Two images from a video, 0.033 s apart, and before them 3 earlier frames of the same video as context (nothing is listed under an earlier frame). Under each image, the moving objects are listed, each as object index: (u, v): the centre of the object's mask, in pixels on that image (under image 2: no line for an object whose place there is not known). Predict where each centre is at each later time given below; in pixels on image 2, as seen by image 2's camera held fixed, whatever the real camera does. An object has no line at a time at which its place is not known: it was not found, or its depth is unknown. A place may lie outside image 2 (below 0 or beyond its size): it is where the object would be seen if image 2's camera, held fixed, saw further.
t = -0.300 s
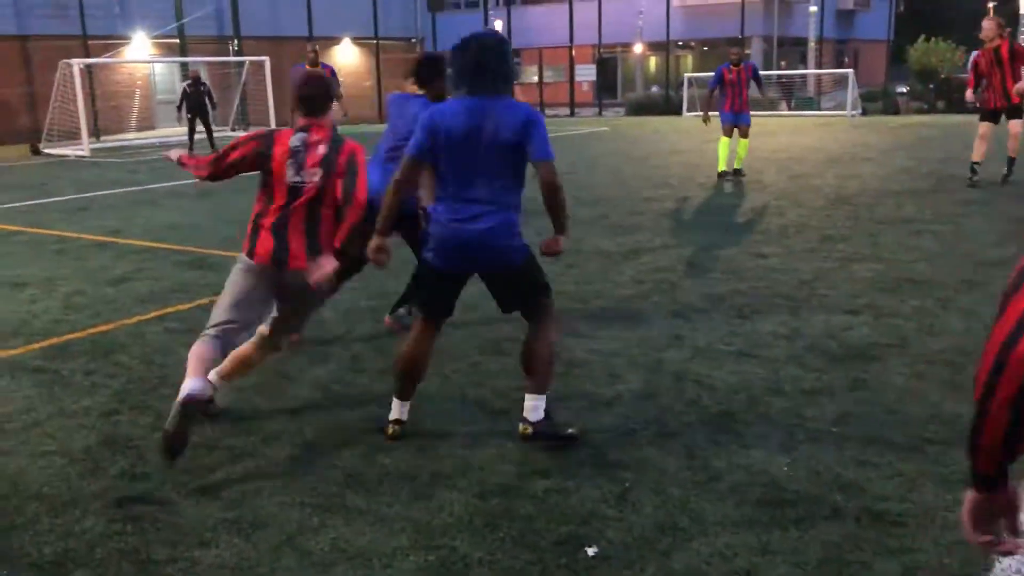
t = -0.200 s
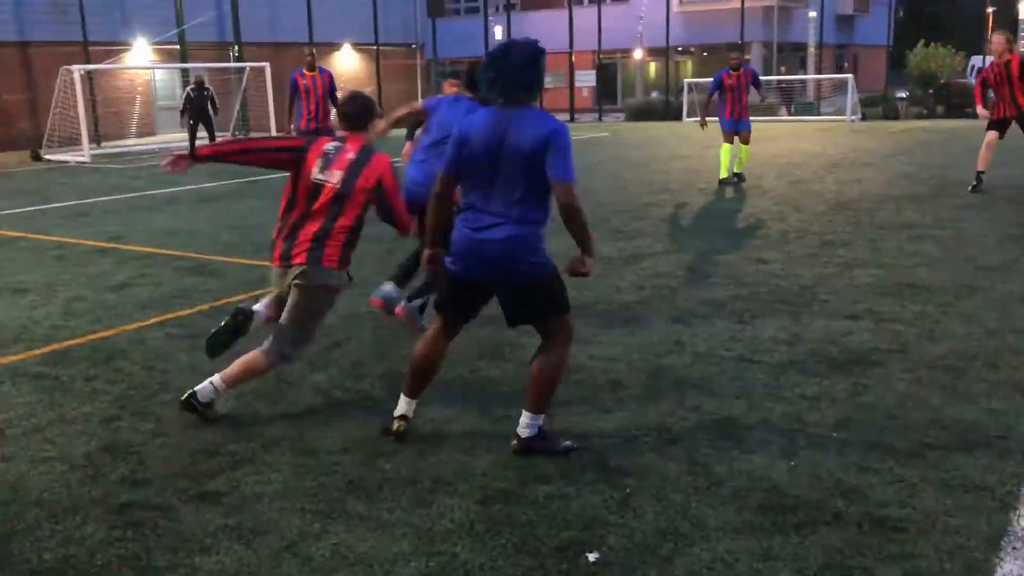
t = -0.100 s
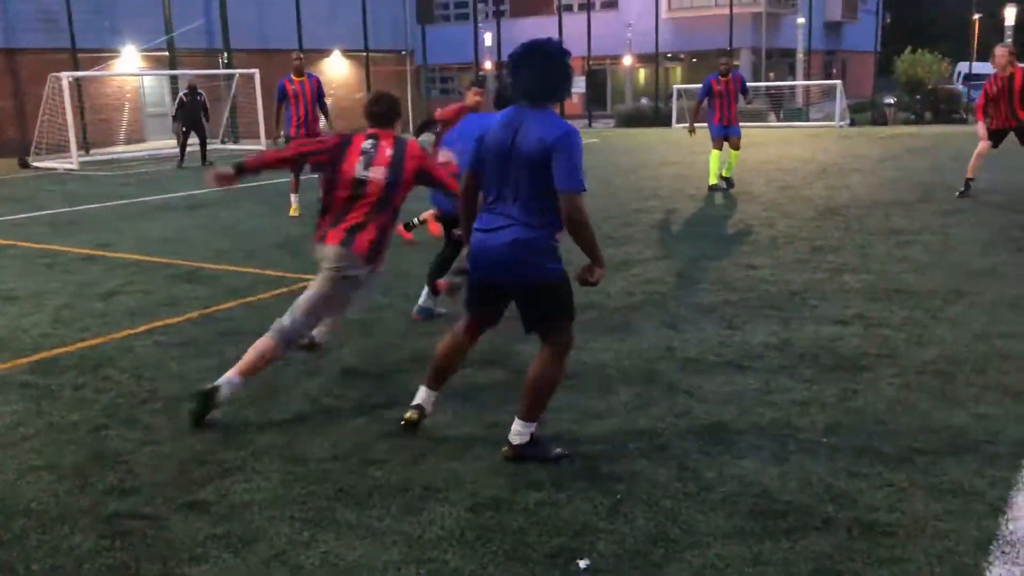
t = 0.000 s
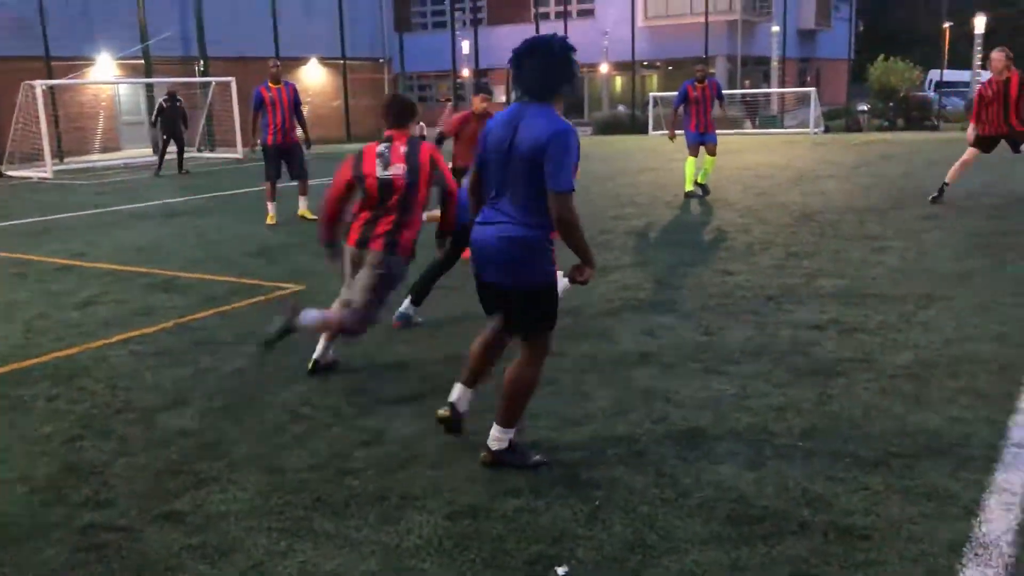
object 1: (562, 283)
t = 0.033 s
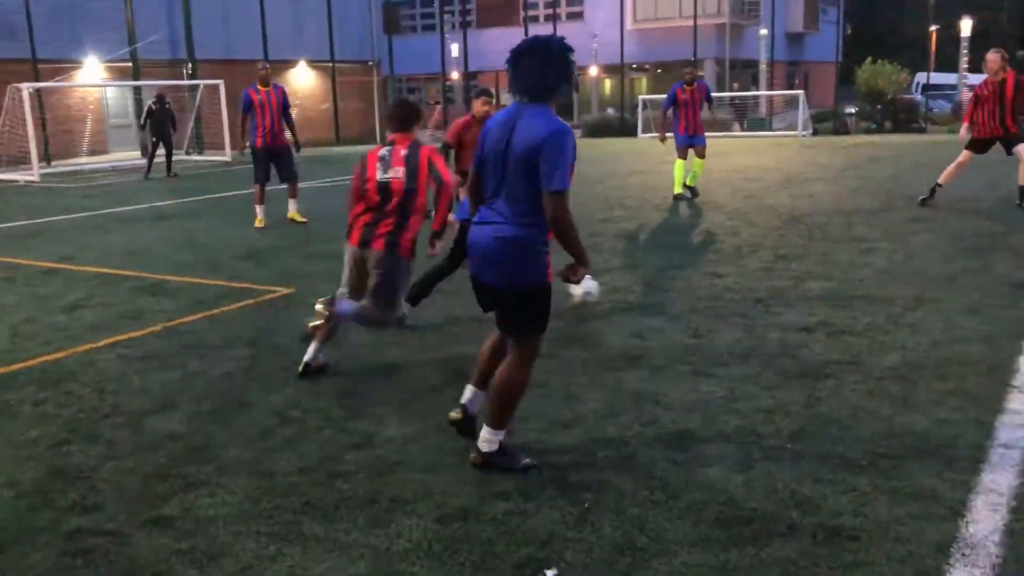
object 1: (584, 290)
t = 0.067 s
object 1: (620, 294)
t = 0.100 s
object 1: (654, 288)
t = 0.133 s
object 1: (686, 280)
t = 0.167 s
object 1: (716, 276)
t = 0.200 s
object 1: (748, 273)
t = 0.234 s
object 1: (779, 271)
